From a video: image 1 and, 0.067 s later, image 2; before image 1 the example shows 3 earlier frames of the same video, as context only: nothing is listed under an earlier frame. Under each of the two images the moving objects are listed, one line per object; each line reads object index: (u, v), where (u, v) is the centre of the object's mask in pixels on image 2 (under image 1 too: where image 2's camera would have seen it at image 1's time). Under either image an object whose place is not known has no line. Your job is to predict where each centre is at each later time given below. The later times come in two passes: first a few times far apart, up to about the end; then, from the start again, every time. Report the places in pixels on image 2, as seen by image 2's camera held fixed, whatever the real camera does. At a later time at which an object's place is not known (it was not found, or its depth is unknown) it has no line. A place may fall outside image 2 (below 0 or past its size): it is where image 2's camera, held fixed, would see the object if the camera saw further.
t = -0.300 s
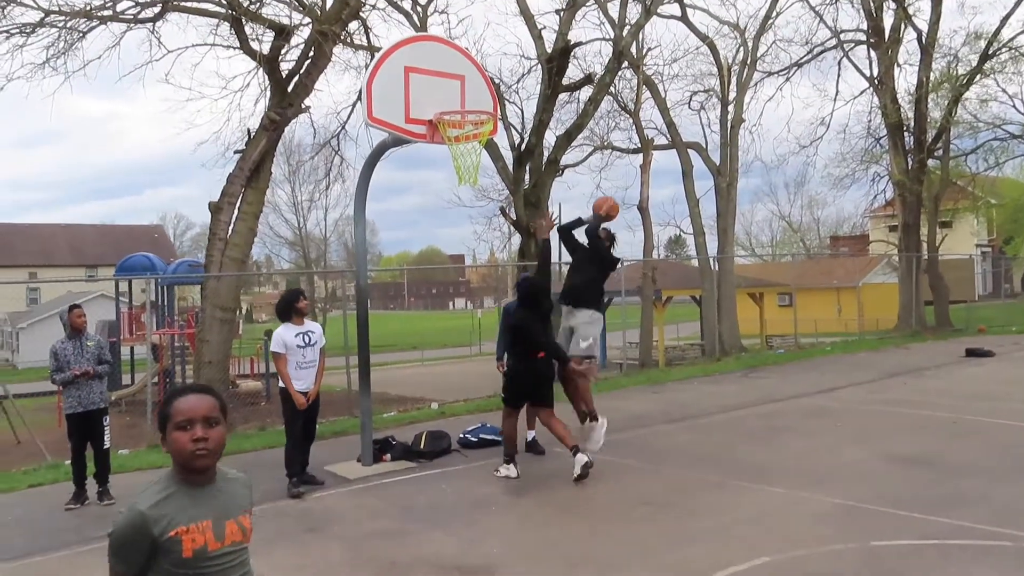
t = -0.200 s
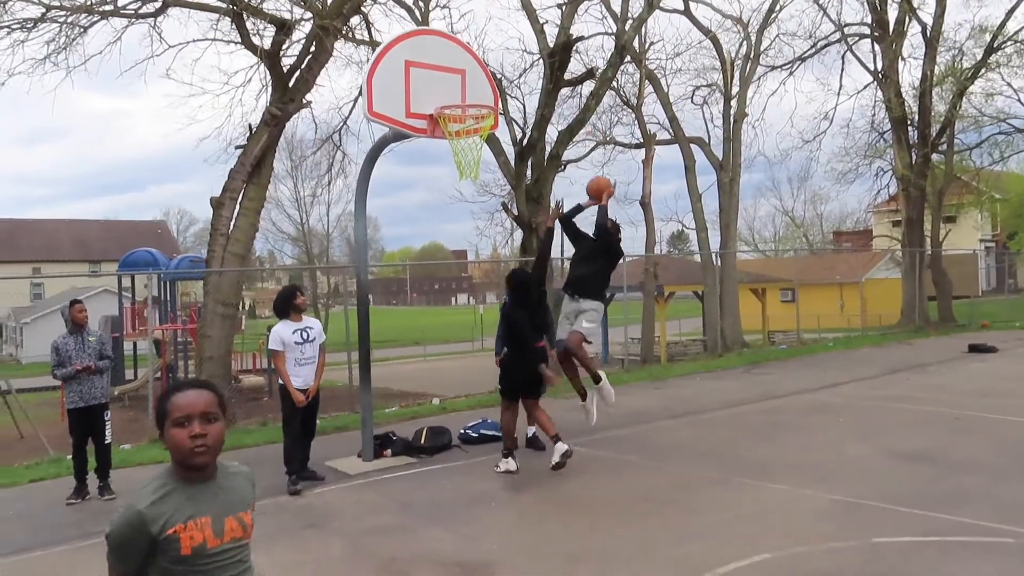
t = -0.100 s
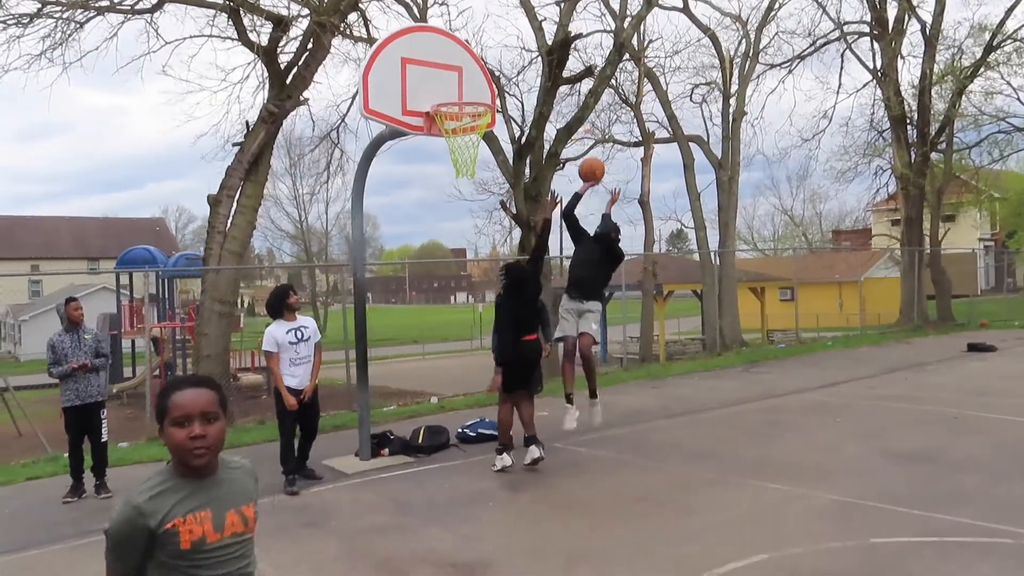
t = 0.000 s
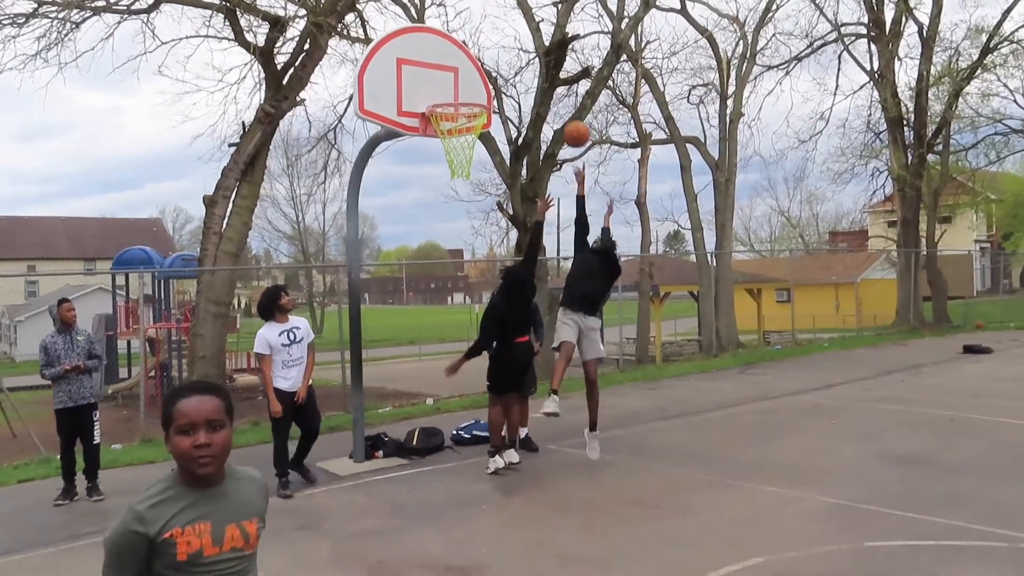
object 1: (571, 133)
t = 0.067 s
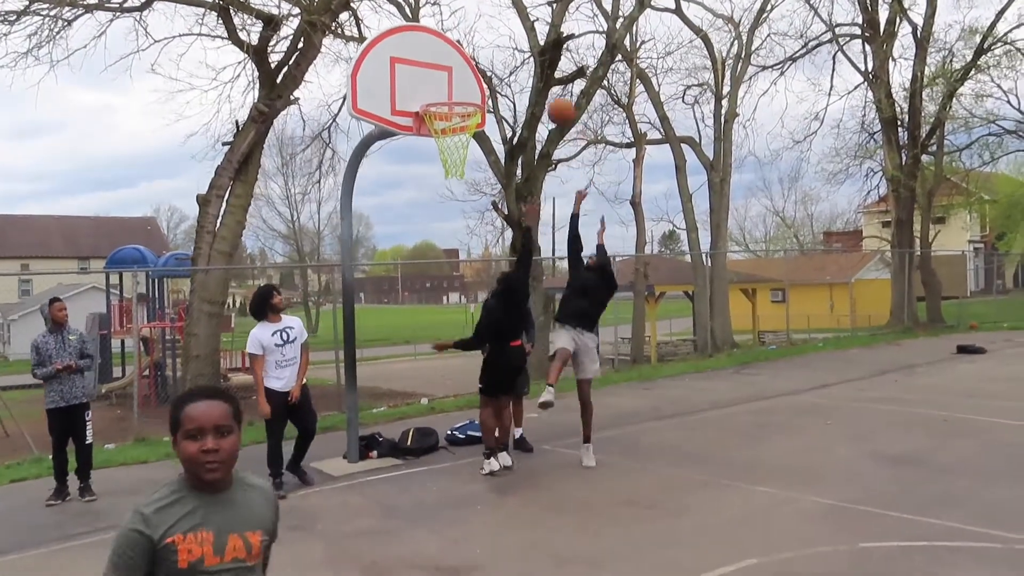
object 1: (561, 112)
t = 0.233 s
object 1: (536, 73)
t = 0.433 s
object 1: (505, 69)
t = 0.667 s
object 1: (492, 105)
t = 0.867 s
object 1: (536, 136)
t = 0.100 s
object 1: (556, 101)
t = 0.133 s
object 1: (551, 92)
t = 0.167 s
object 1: (546, 84)
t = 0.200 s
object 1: (541, 79)
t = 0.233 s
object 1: (536, 73)
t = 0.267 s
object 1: (531, 69)
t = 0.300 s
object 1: (525, 66)
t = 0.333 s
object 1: (520, 65)
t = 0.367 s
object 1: (515, 66)
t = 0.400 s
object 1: (510, 67)
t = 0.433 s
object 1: (505, 69)
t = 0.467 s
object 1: (500, 73)
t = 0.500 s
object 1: (494, 79)
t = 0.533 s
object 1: (489, 85)
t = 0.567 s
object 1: (485, 92)
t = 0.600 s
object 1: (482, 100)
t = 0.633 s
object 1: (486, 103)
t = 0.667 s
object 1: (492, 105)
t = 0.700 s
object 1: (499, 107)
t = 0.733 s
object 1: (507, 111)
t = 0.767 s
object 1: (515, 116)
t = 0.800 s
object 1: (523, 121)
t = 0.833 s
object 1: (529, 128)
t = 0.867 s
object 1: (536, 136)
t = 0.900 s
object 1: (544, 146)
